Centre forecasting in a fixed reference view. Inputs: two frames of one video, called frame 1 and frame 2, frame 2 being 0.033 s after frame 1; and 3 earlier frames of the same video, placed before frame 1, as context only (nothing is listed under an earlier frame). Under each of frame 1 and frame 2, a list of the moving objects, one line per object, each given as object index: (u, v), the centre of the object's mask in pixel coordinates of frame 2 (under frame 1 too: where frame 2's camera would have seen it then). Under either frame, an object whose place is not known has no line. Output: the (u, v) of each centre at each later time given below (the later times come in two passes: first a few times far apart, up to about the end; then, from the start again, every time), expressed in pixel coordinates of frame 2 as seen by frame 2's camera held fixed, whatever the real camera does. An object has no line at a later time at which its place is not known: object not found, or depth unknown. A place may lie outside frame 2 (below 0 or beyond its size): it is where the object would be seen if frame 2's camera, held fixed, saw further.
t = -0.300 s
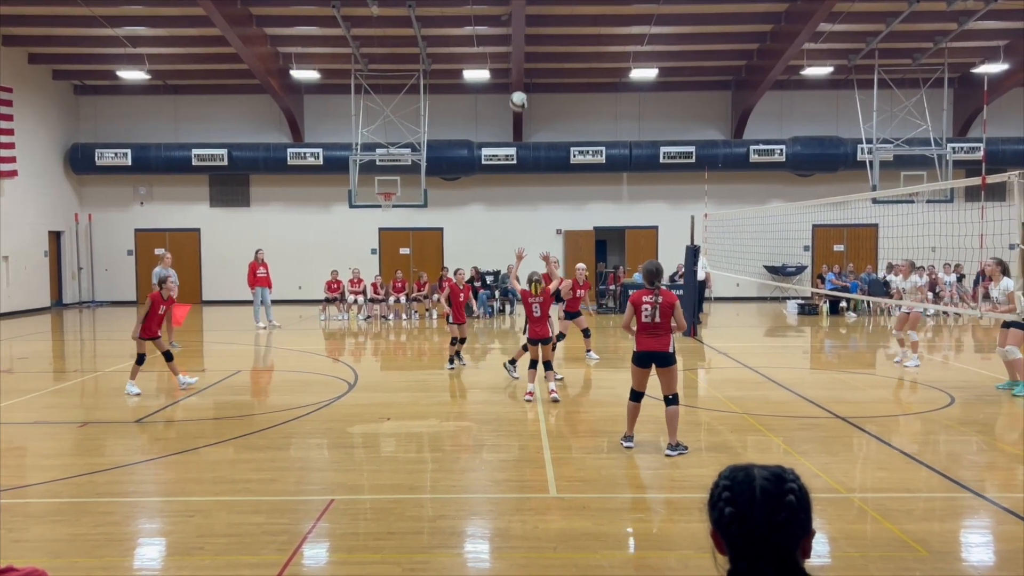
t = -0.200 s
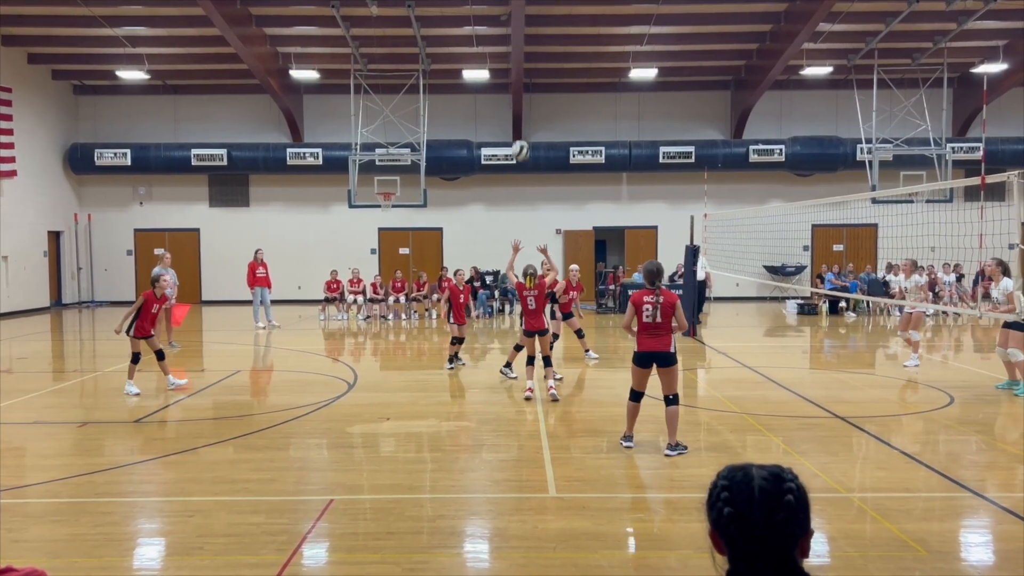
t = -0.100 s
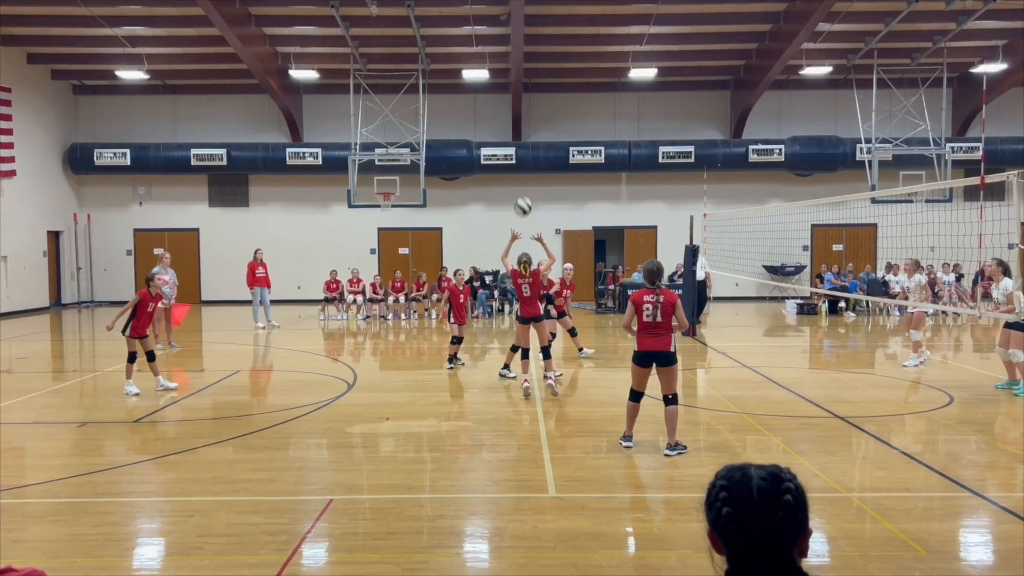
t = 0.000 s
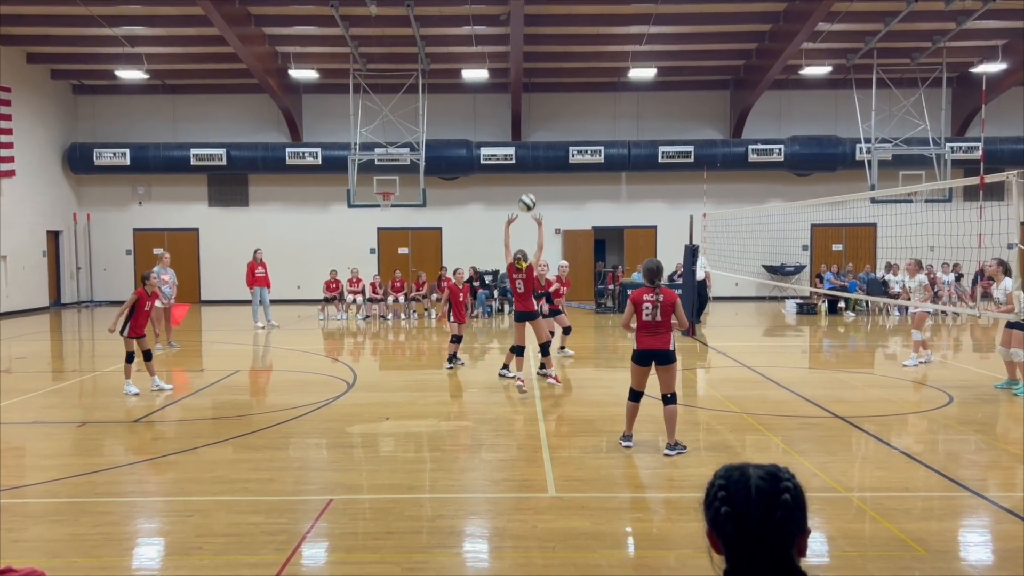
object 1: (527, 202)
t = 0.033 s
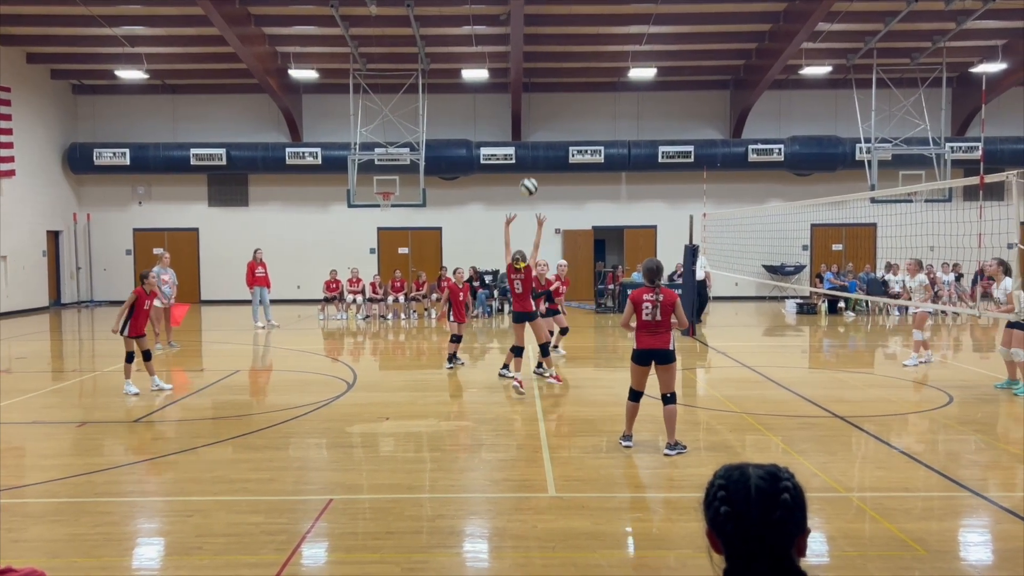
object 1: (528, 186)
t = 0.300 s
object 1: (542, 100)
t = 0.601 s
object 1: (555, 79)
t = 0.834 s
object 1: (562, 113)
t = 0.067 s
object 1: (530, 172)
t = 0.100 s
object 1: (532, 159)
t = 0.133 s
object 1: (533, 147)
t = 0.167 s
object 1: (535, 135)
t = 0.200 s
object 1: (537, 125)
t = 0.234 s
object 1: (538, 116)
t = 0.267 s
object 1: (540, 108)
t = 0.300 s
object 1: (542, 100)
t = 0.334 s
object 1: (543, 94)
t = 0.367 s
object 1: (545, 89)
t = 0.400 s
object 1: (547, 84)
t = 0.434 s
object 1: (548, 81)
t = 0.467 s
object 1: (549, 79)
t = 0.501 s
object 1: (551, 77)
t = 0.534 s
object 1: (552, 77)
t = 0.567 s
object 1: (554, 77)
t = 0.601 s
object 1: (555, 79)
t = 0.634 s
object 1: (556, 81)
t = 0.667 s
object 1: (557, 84)
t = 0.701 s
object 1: (558, 88)
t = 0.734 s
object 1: (559, 93)
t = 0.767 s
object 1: (560, 99)
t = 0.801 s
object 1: (561, 106)
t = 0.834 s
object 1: (562, 113)
